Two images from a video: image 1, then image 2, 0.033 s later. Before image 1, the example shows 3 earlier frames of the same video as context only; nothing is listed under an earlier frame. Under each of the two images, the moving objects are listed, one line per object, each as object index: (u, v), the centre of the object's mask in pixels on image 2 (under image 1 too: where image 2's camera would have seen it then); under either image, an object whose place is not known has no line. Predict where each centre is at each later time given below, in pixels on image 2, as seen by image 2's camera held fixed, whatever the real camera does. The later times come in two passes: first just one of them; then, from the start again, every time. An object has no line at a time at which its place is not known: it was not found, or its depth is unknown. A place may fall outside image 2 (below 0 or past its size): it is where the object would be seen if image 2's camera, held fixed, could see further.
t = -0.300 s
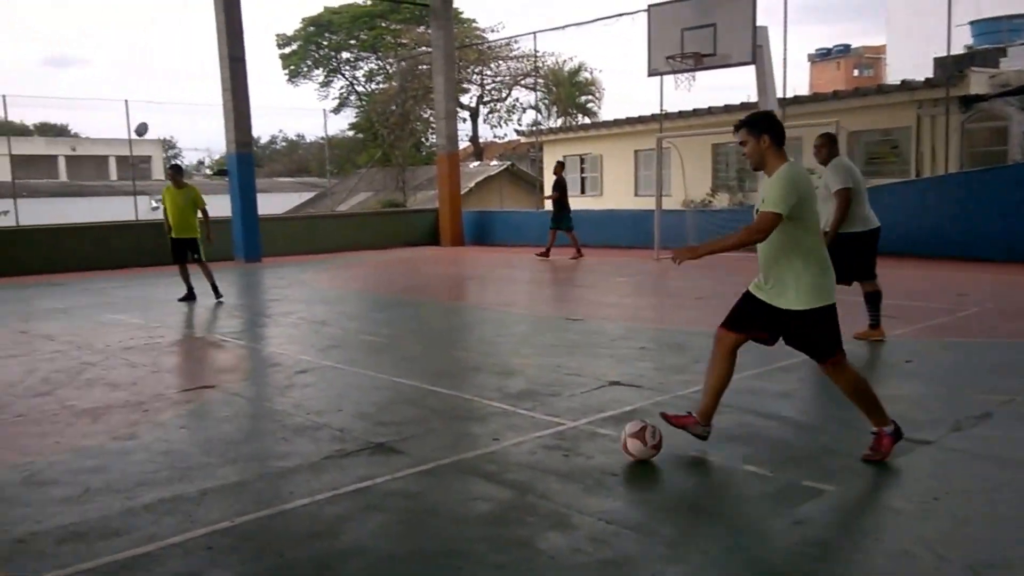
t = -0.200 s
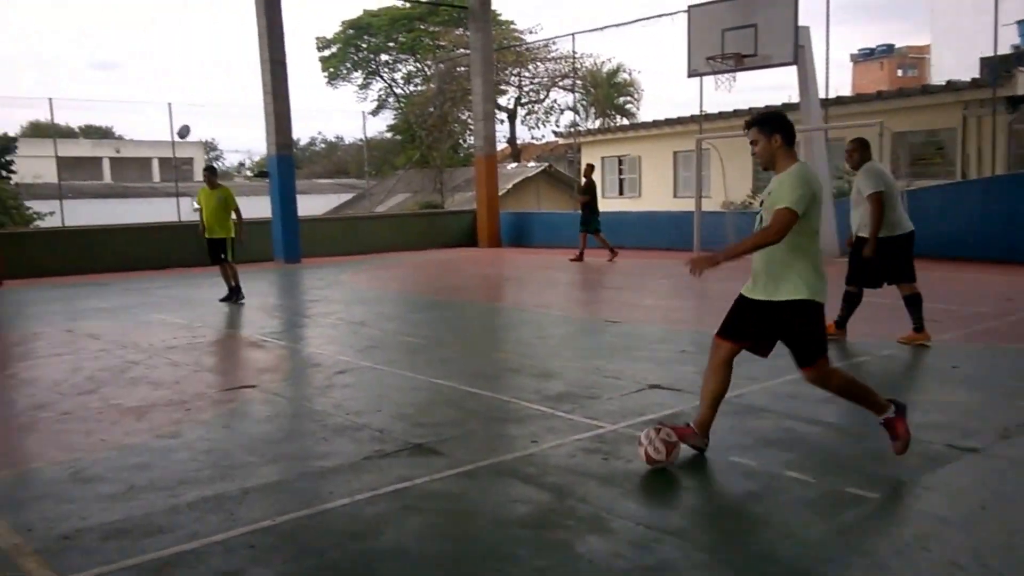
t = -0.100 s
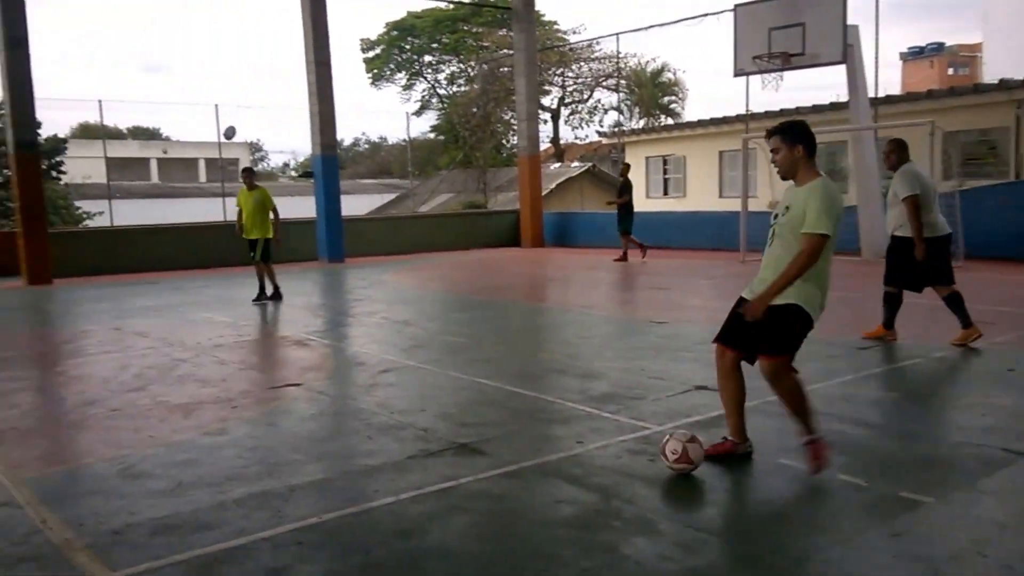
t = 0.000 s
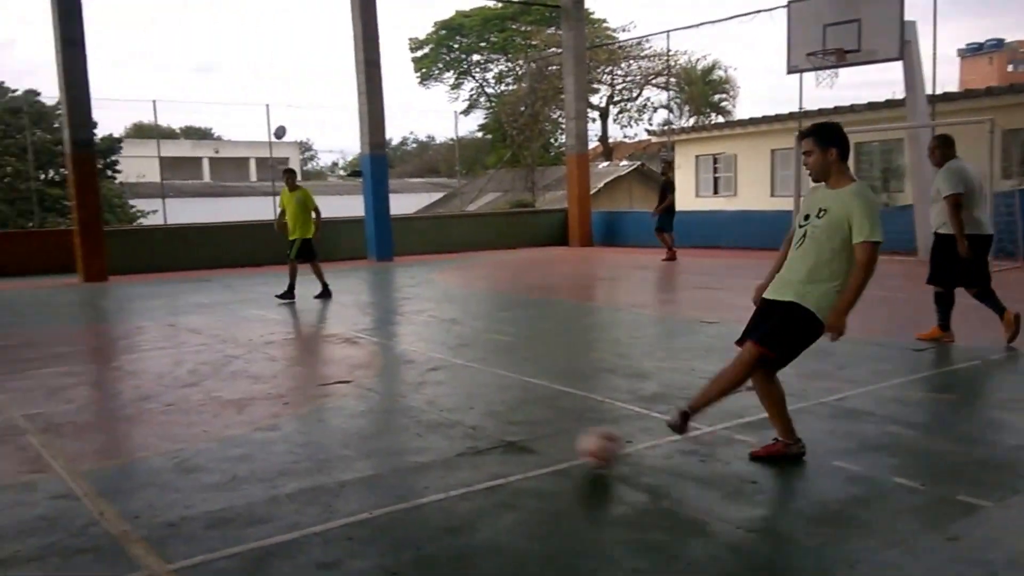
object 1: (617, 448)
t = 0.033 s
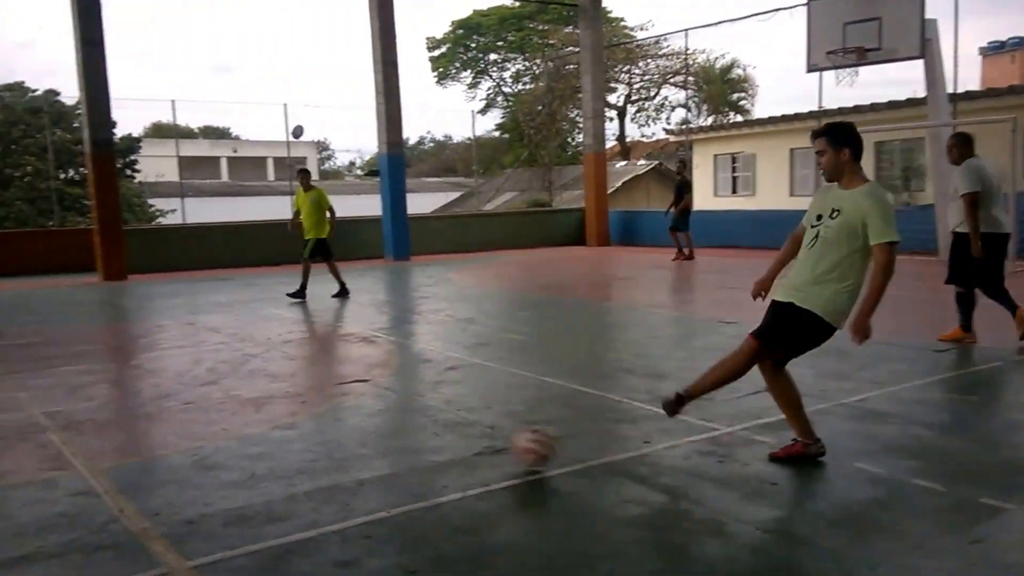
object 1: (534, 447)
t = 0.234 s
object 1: (124, 433)
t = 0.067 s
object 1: (454, 448)
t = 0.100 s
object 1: (384, 441)
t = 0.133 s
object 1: (315, 438)
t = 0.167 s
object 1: (247, 436)
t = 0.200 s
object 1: (183, 436)
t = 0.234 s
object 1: (124, 433)
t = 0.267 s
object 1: (66, 431)
